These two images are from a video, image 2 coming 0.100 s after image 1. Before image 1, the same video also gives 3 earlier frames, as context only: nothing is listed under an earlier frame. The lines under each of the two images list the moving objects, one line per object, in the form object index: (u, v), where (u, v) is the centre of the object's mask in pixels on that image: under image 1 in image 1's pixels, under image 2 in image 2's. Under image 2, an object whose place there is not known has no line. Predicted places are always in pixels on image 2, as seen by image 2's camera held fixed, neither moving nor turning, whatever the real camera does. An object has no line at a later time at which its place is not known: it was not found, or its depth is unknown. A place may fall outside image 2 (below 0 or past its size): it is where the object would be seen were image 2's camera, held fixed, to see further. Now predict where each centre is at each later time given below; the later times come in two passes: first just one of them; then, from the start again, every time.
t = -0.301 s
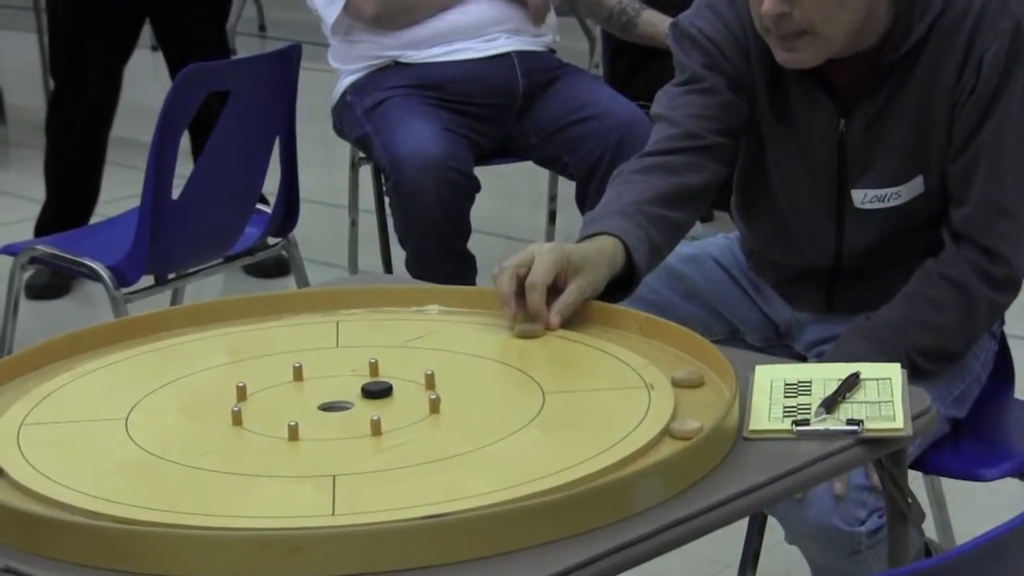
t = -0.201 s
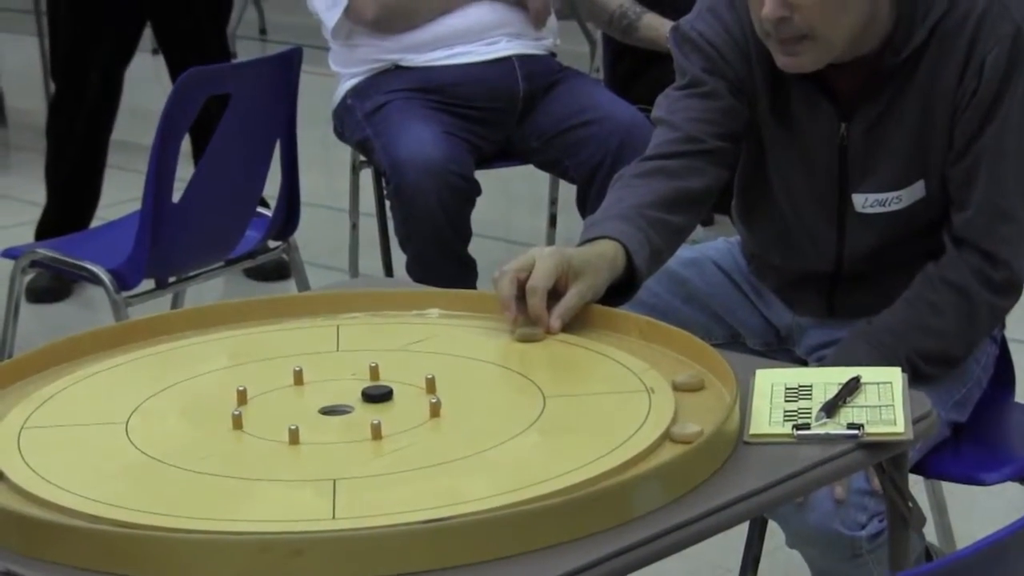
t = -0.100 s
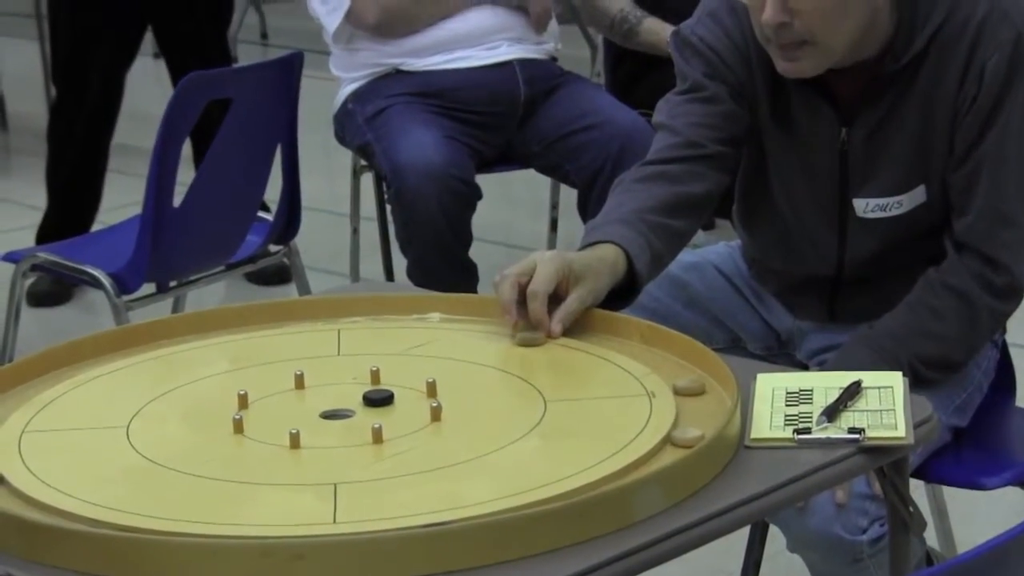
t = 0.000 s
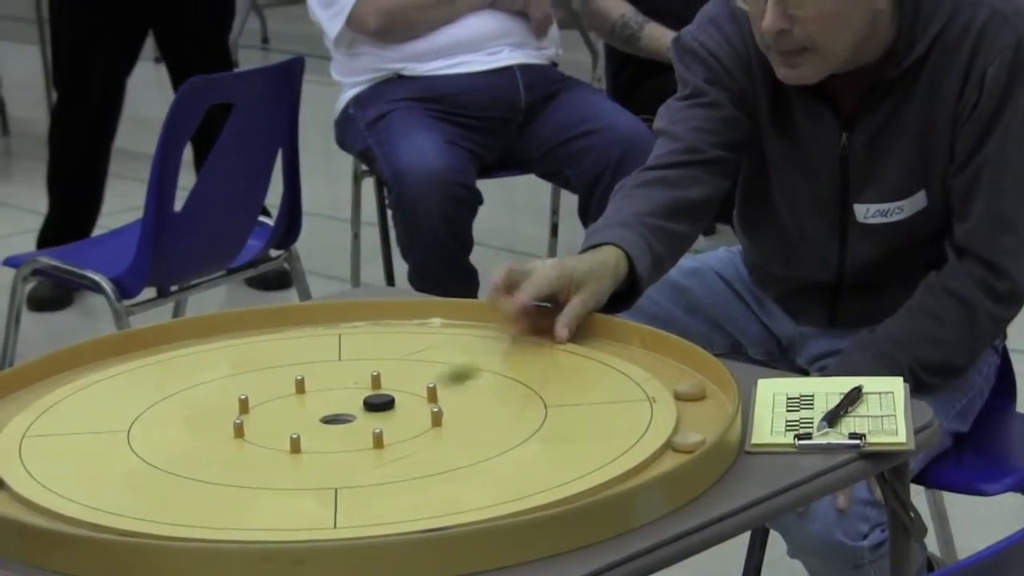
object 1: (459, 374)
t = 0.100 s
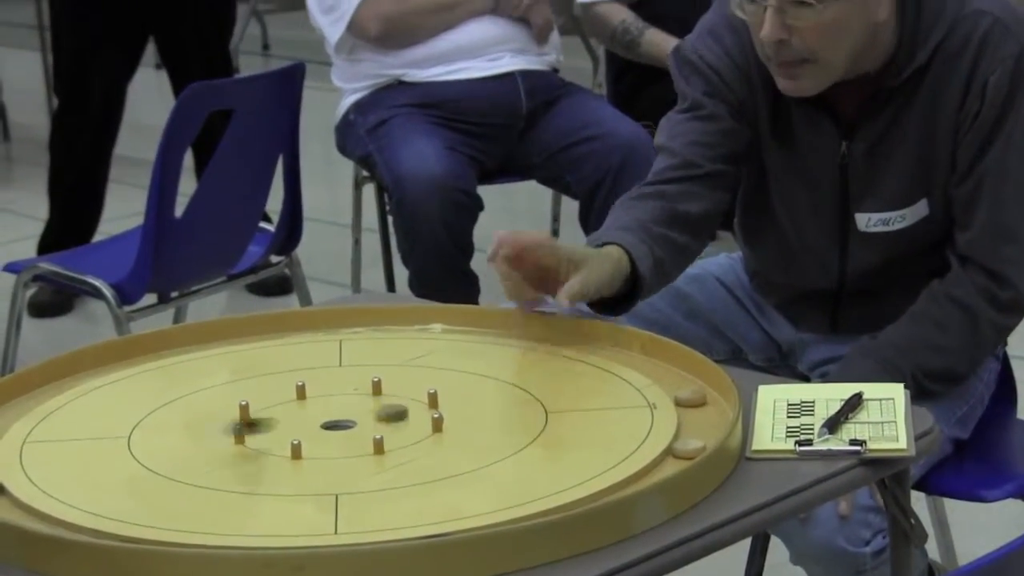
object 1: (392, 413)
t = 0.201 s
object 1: (375, 427)
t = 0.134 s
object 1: (386, 418)
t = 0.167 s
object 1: (380, 423)
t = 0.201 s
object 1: (375, 427)
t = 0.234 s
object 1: (369, 431)
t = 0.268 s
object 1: (364, 434)
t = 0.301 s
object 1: (361, 437)
